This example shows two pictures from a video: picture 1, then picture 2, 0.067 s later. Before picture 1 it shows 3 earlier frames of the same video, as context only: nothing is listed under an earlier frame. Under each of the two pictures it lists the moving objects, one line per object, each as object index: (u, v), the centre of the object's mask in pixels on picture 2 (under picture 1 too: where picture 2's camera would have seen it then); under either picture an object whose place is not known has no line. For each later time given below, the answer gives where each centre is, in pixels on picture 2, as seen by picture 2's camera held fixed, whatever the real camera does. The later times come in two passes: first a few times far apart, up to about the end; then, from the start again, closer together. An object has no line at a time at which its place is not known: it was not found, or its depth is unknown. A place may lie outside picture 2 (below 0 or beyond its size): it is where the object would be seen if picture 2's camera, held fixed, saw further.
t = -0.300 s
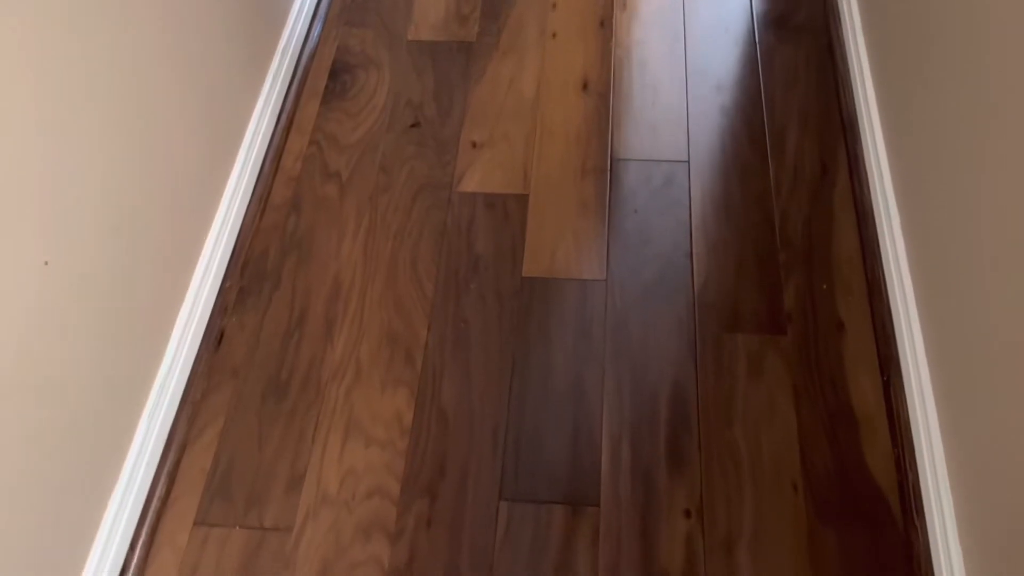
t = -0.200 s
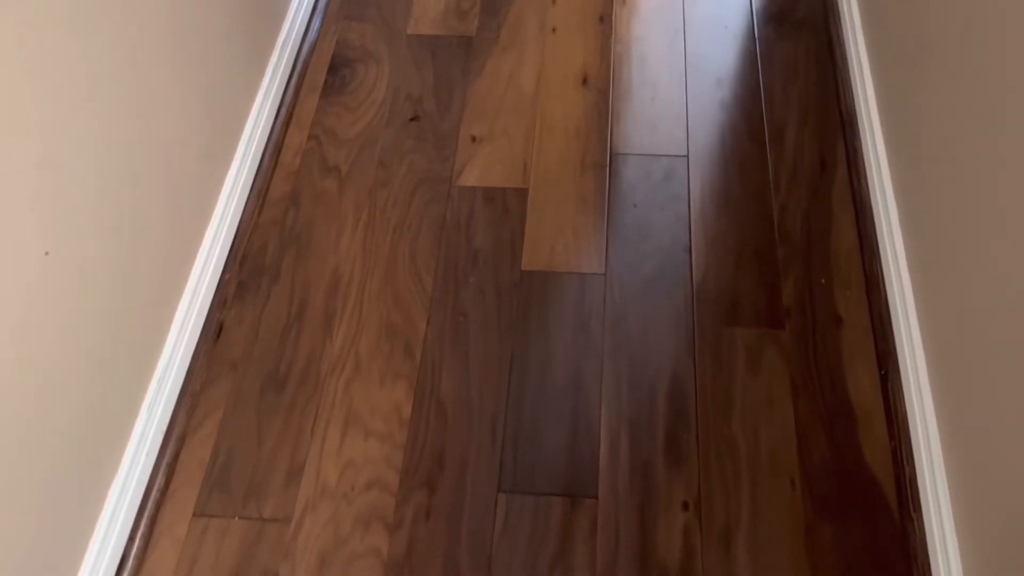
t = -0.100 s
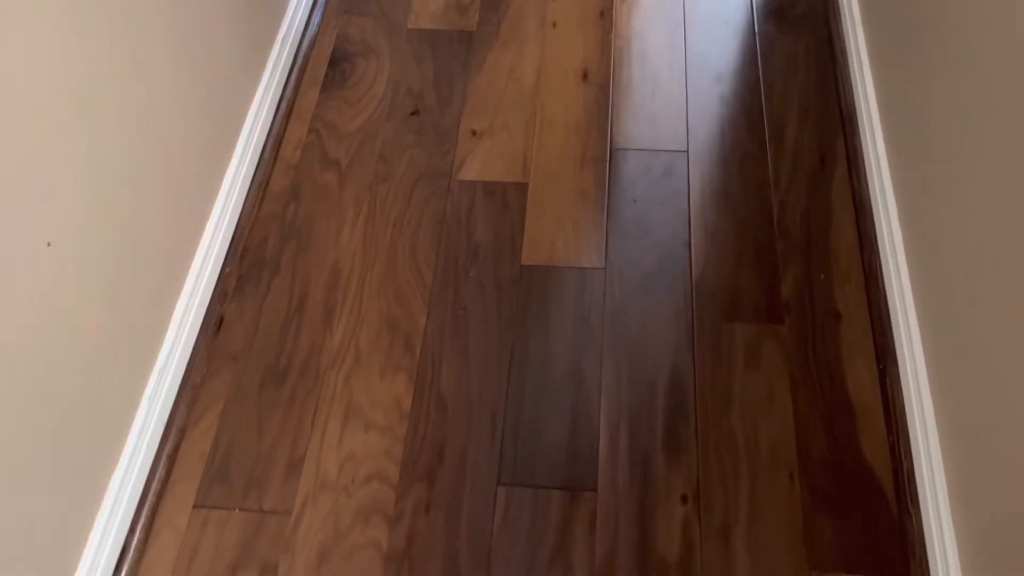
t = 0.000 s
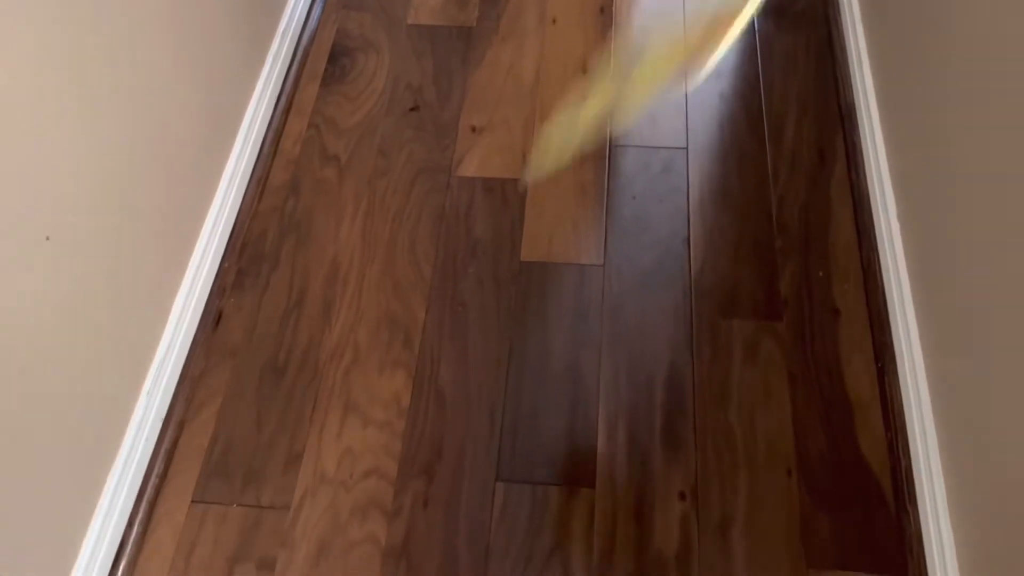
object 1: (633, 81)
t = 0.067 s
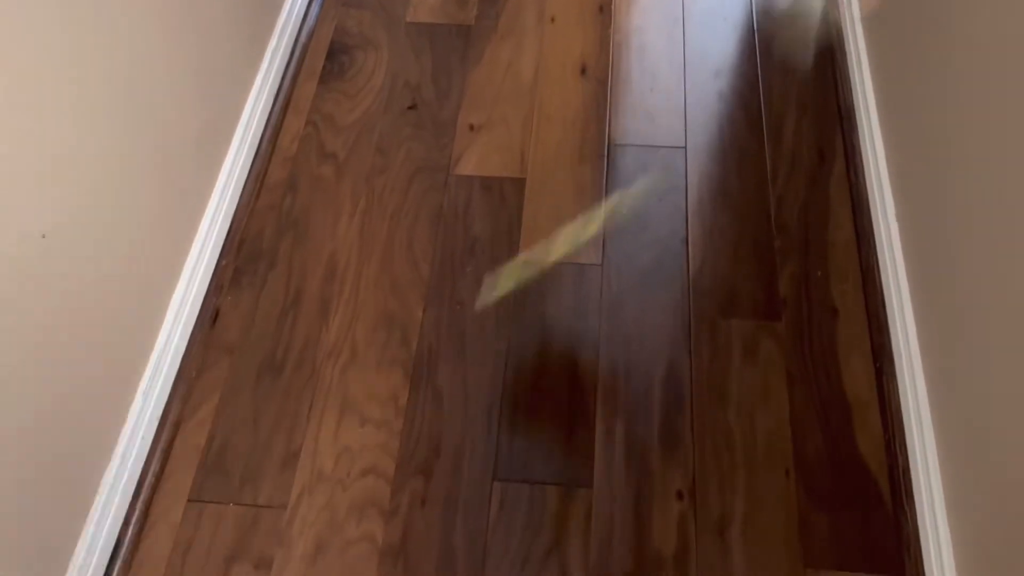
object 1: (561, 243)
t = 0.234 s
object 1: (542, 287)
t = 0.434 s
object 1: (536, 311)
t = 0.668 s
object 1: (538, 312)
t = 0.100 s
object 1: (562, 291)
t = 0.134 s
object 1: (561, 295)
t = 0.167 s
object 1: (562, 289)
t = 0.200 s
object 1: (548, 286)
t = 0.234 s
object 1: (542, 287)
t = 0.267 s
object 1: (542, 289)
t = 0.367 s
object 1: (530, 303)
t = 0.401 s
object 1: (534, 307)
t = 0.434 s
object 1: (536, 311)
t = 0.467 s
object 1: (536, 312)
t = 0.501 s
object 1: (538, 312)
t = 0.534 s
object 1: (538, 312)
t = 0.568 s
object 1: (538, 312)
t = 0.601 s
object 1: (538, 312)
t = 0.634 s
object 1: (538, 312)
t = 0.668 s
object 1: (538, 312)
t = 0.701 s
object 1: (537, 312)
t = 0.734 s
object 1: (536, 311)
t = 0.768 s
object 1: (537, 311)
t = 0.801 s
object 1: (536, 311)
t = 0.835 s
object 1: (536, 311)
